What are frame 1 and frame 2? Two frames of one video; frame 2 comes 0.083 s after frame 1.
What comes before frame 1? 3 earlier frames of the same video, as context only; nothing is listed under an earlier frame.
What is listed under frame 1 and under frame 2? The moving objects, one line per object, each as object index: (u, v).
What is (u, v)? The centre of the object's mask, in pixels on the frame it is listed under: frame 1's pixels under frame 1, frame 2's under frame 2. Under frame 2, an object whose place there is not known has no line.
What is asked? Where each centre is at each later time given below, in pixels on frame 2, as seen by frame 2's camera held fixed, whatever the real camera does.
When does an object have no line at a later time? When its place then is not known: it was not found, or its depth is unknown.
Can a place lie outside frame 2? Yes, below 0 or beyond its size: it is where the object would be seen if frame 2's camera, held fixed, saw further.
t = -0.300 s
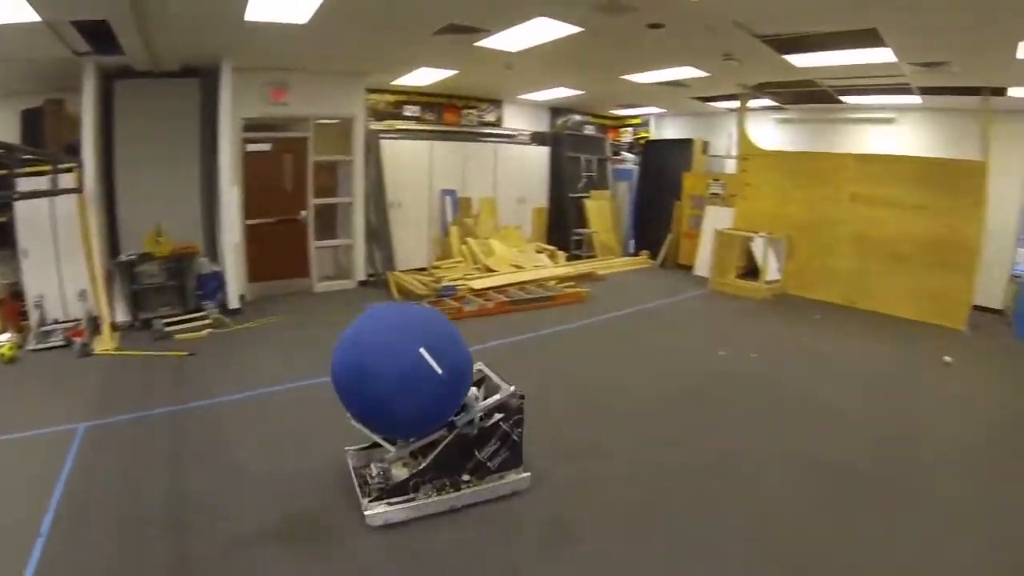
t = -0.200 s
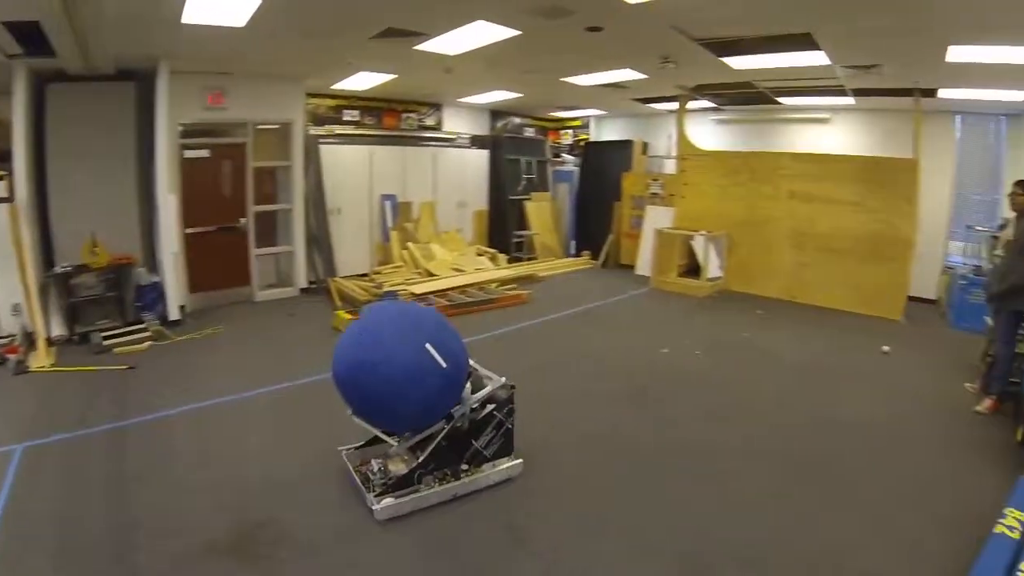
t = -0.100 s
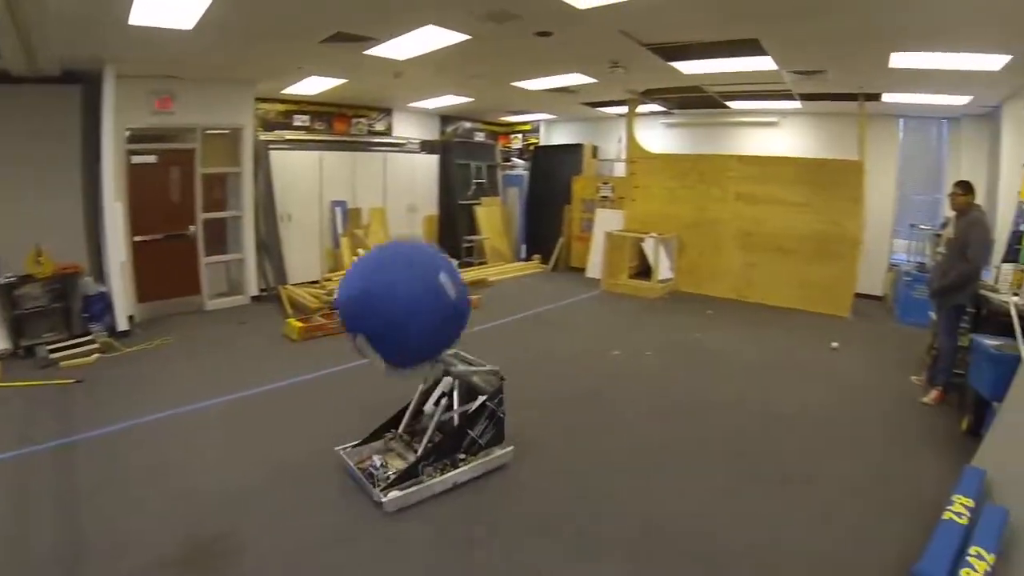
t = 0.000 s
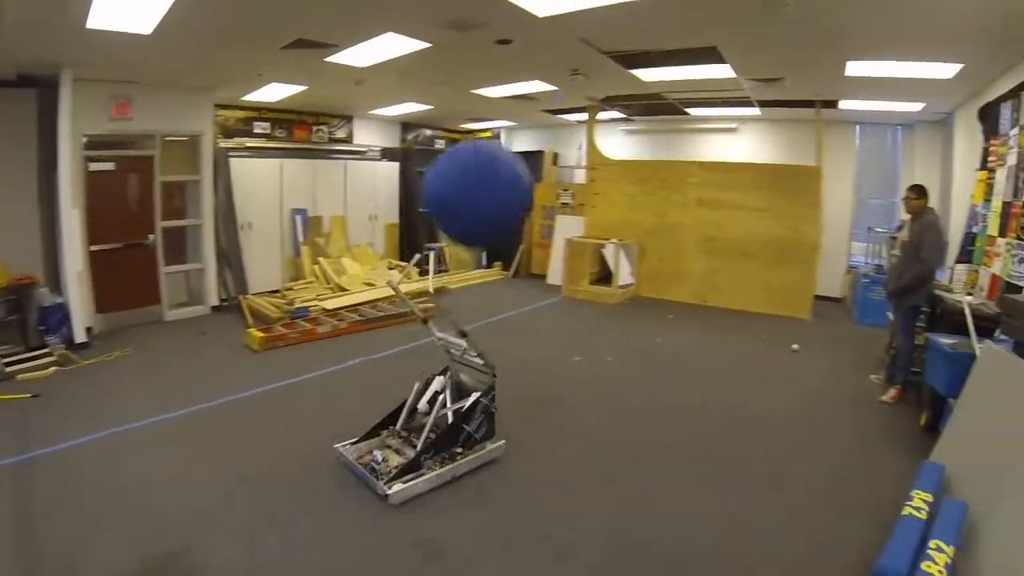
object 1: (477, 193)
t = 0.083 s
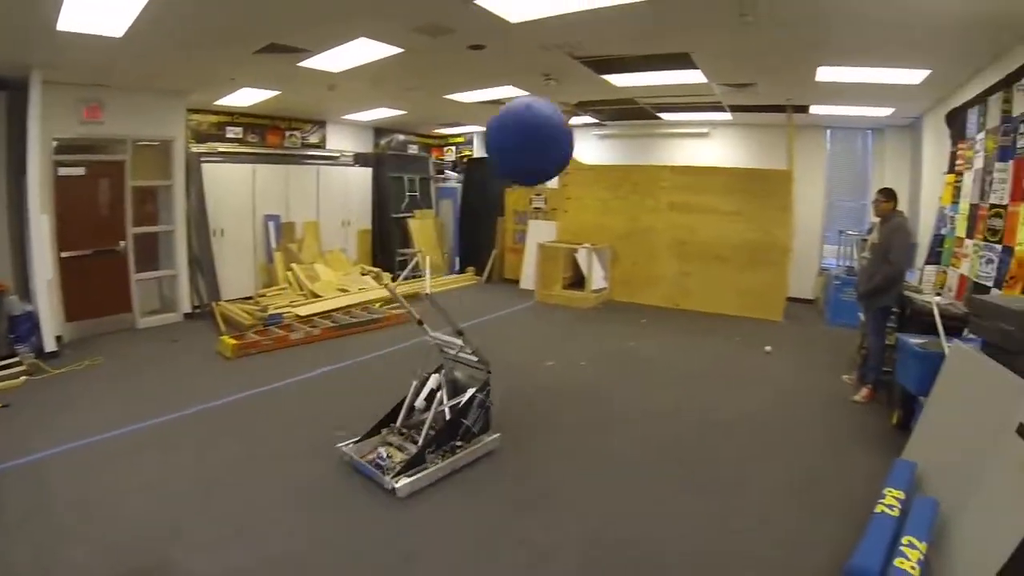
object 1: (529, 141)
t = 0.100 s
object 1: (540, 134)
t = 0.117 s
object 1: (551, 127)
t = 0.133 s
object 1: (562, 122)
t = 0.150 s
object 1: (571, 118)
